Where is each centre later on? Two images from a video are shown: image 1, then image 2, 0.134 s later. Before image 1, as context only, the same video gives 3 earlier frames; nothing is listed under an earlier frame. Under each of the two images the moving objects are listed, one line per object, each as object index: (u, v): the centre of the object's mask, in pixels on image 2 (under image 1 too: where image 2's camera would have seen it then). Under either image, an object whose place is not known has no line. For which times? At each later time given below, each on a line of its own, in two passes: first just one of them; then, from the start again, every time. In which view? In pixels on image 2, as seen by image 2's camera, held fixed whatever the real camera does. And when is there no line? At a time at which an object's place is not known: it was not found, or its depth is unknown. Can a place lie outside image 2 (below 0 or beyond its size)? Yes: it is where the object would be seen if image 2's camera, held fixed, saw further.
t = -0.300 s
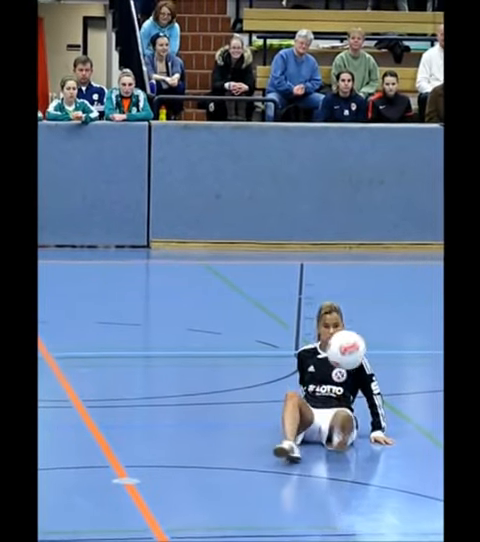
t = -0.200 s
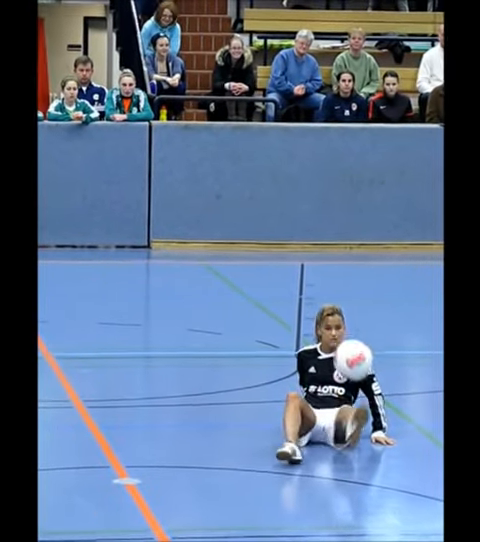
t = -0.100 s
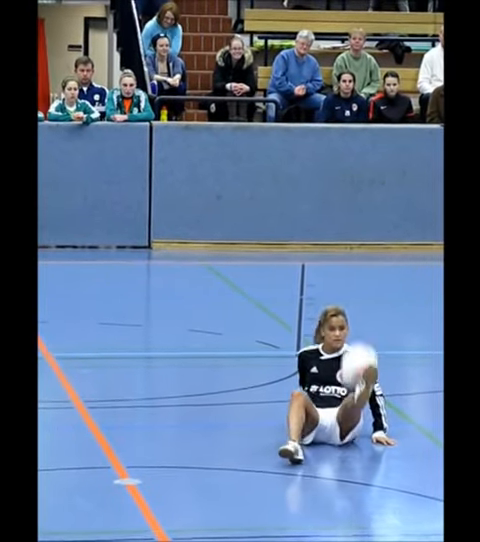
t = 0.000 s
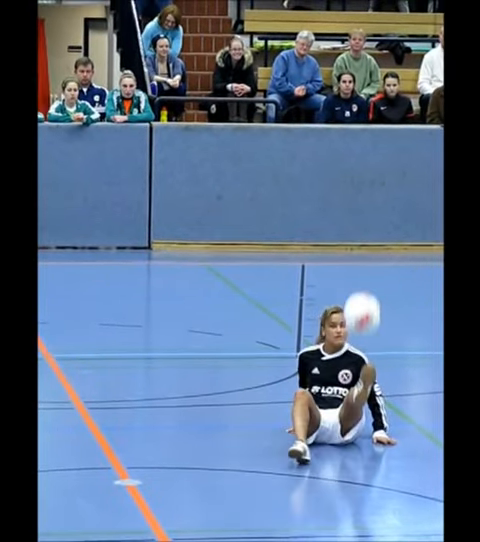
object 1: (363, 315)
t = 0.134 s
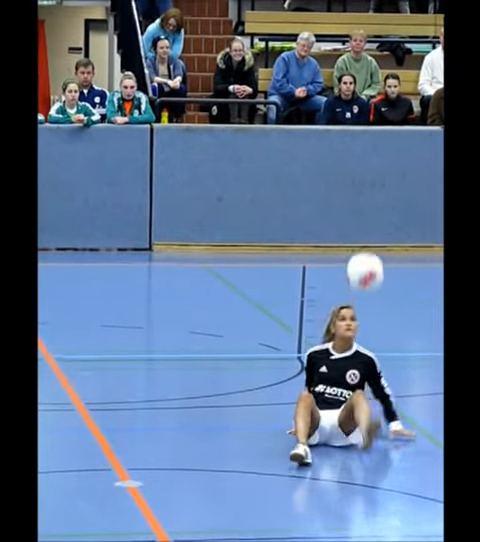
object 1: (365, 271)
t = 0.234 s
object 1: (366, 258)
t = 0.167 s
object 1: (365, 265)
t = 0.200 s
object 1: (365, 260)
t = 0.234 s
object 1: (366, 258)
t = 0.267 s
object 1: (366, 257)
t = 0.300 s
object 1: (366, 259)
